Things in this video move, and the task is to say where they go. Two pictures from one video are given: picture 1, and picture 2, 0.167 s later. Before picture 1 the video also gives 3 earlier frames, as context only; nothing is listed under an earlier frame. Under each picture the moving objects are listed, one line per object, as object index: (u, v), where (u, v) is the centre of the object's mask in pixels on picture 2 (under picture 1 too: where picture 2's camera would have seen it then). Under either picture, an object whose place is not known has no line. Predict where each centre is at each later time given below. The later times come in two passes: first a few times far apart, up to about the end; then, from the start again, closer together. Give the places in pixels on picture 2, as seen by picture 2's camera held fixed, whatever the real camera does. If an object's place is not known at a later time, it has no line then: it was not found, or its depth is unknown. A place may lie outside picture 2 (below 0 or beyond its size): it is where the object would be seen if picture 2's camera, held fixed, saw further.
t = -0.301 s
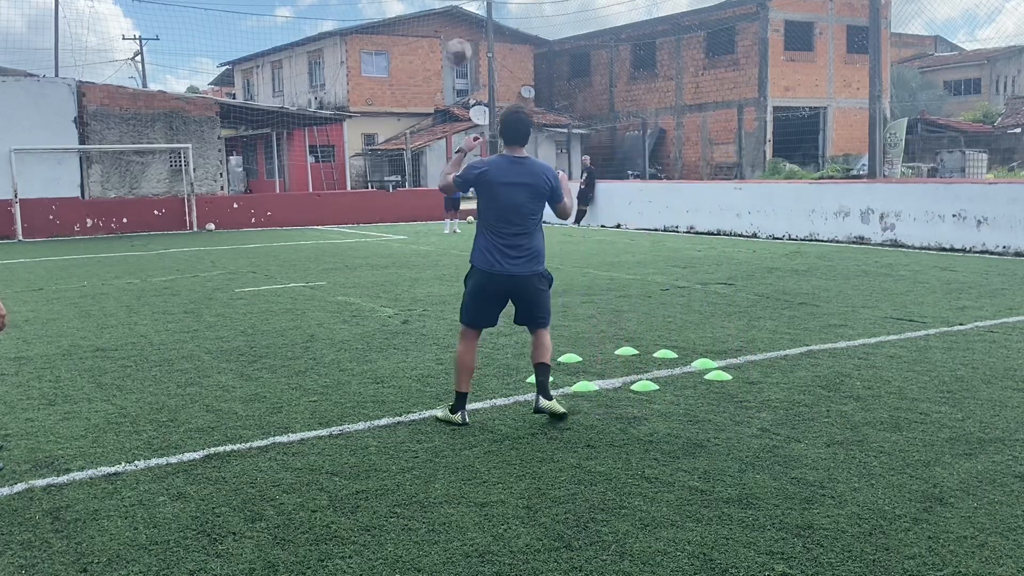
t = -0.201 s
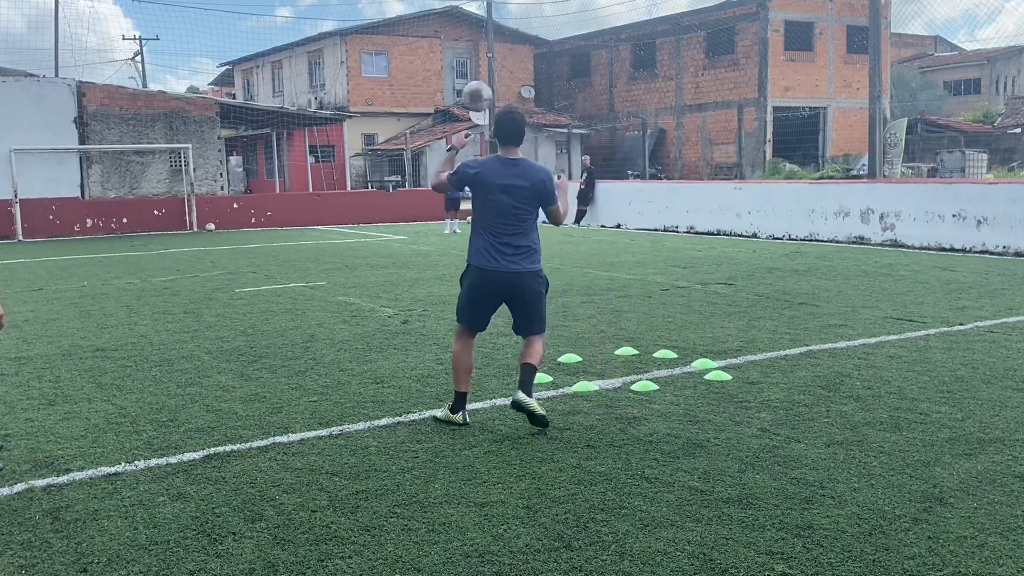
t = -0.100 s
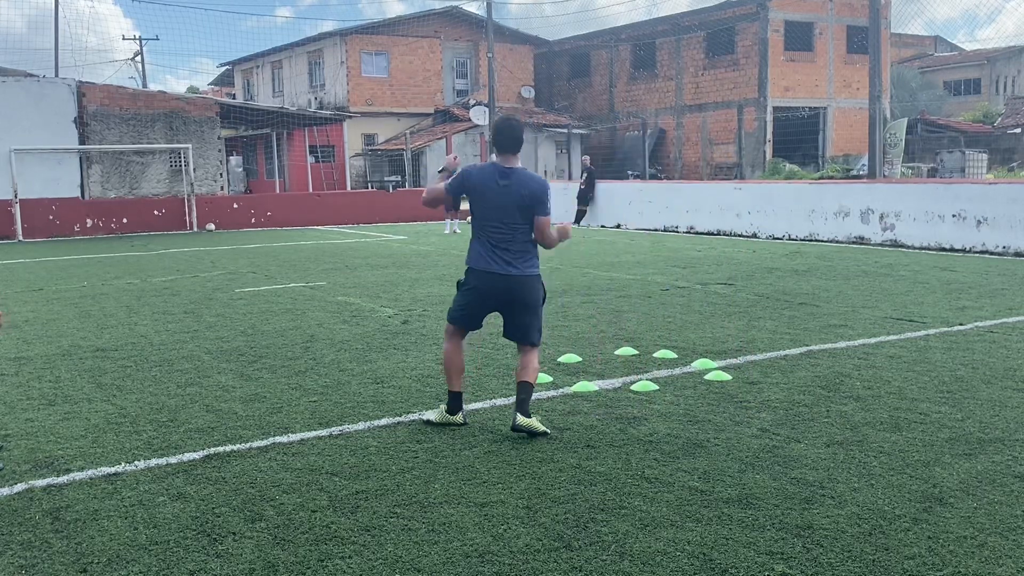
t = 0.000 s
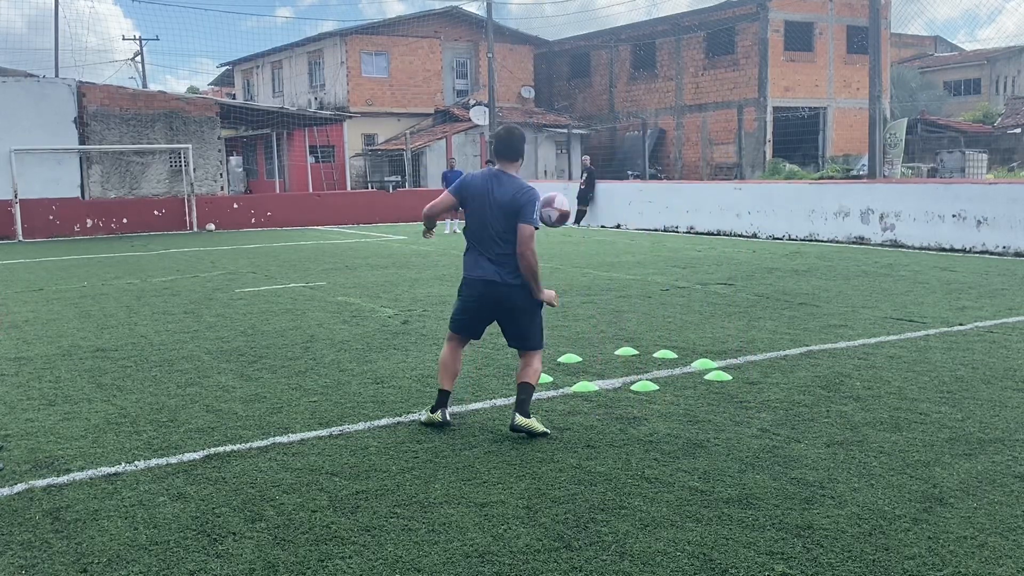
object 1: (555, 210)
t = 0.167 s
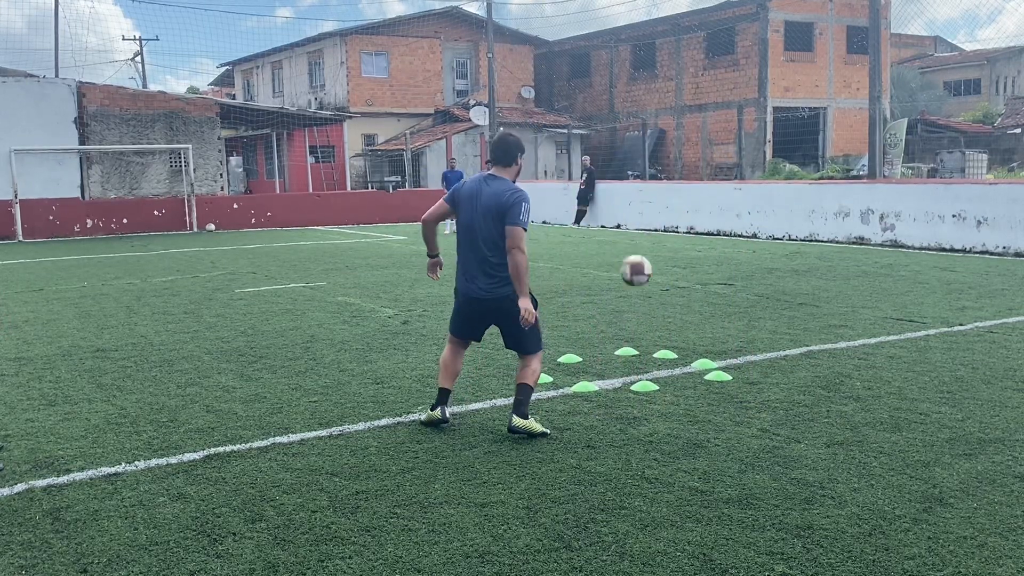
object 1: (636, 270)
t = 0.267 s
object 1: (677, 319)
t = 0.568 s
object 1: (739, 242)
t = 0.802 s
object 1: (773, 221)
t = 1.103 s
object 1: (810, 282)
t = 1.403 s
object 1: (846, 241)
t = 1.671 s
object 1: (874, 244)
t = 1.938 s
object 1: (900, 265)
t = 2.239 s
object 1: (924, 253)
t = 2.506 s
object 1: (944, 253)
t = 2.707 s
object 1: (958, 257)
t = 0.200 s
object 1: (650, 285)
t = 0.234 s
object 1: (664, 301)
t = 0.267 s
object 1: (677, 319)
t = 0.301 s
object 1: (691, 336)
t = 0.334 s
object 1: (699, 341)
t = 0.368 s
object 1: (705, 322)
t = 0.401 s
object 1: (711, 303)
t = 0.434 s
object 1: (717, 287)
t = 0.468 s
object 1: (722, 273)
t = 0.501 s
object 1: (728, 261)
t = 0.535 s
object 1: (733, 251)
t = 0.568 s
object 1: (739, 242)
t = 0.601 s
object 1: (743, 235)
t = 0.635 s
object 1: (749, 229)
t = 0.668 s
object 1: (754, 225)
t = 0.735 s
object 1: (763, 221)
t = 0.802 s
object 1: (773, 221)
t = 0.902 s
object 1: (785, 231)
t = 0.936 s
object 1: (790, 238)
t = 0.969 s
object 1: (793, 244)
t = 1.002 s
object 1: (798, 252)
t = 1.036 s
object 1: (802, 261)
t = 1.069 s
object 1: (806, 271)
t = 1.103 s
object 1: (810, 282)
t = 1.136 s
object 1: (813, 293)
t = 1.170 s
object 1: (817, 298)
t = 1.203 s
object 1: (821, 286)
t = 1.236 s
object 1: (825, 276)
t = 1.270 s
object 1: (830, 267)
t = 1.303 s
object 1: (834, 258)
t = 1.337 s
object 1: (838, 251)
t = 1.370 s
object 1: (842, 245)
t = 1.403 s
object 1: (846, 241)
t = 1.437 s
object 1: (850, 238)
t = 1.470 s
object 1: (853, 236)
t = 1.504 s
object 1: (857, 236)
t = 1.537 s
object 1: (862, 234)
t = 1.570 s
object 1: (864, 235)
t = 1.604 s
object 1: (868, 237)
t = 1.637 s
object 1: (871, 240)
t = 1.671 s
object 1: (874, 244)
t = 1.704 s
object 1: (878, 248)
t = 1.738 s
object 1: (881, 254)
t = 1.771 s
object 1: (885, 261)
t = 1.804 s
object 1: (888, 268)
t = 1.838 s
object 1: (891, 277)
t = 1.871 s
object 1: (894, 280)
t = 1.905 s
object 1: (897, 272)
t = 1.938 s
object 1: (900, 265)
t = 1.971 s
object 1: (902, 260)
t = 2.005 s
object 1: (906, 256)
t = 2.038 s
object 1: (909, 253)
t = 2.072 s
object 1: (912, 251)
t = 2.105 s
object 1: (914, 250)
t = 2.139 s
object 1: (917, 249)
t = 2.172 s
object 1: (920, 250)
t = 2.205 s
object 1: (922, 251)
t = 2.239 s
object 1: (924, 253)
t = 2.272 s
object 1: (927, 257)
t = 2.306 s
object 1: (930, 261)
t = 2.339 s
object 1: (931, 265)
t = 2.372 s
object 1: (934, 268)
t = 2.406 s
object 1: (937, 263)
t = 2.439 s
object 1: (939, 259)
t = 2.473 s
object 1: (942, 256)
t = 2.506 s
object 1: (944, 253)
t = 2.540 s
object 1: (947, 252)
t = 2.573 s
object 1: (949, 251)
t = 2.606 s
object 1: (951, 251)
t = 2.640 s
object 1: (954, 253)
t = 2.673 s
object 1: (955, 255)
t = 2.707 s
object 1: (958, 257)
